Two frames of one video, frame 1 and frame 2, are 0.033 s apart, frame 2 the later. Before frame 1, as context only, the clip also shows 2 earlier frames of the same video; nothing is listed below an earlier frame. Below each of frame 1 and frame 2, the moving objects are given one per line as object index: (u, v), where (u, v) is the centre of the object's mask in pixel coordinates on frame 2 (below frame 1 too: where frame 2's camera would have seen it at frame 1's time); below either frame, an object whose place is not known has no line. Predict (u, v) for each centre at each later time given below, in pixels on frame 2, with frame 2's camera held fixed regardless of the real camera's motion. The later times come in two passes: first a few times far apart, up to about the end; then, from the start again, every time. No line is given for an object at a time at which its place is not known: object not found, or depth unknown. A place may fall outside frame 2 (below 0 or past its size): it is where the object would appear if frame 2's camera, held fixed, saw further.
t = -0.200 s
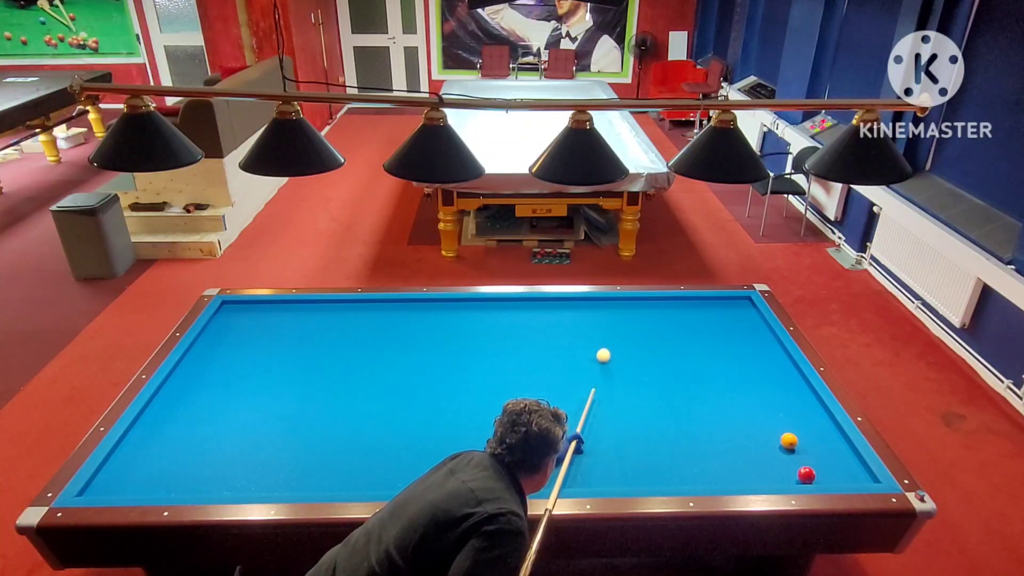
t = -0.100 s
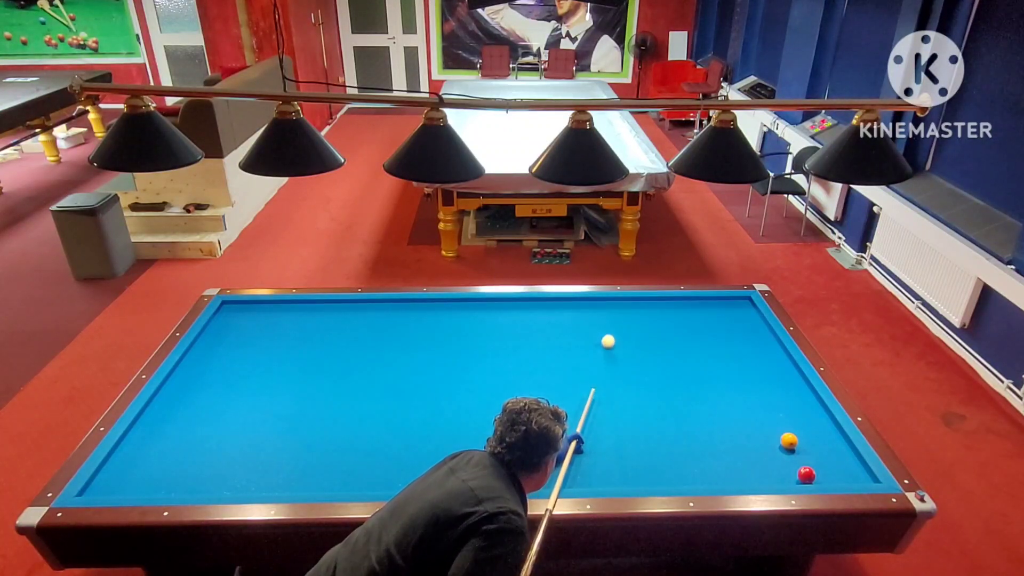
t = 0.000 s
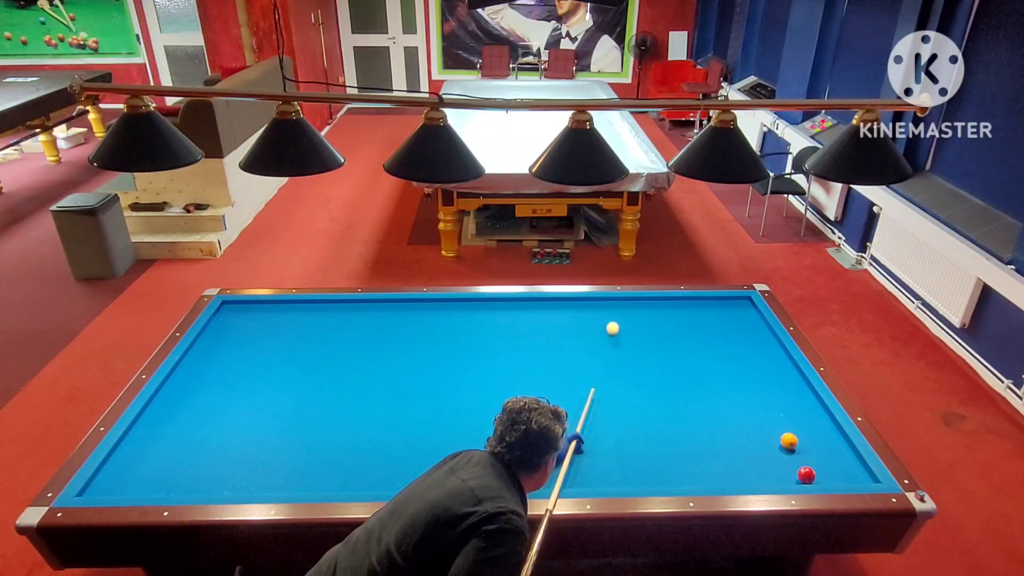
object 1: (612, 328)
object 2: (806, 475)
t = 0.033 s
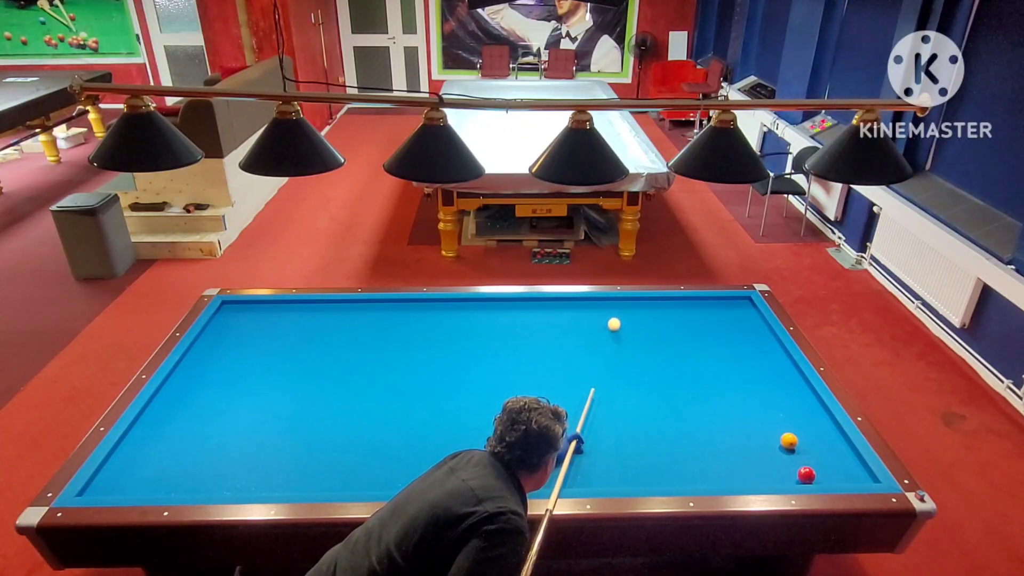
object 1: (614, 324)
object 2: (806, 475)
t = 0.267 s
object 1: (624, 301)
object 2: (806, 475)
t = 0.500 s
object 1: (652, 318)
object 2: (806, 475)
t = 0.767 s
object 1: (684, 336)
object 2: (806, 475)
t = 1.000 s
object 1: (714, 353)
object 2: (806, 475)
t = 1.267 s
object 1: (752, 374)
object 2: (806, 475)
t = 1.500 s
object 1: (787, 393)
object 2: (806, 475)
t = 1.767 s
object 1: (825, 417)
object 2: (806, 475)
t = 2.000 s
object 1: (823, 436)
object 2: (806, 475)
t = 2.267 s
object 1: (822, 460)
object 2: (806, 475)
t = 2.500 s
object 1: (825, 478)
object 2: (801, 476)
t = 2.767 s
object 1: (809, 468)
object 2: (788, 478)
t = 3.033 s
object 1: (794, 457)
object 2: (775, 478)
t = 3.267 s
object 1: (781, 448)
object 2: (765, 477)
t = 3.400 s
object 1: (775, 445)
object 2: (760, 476)
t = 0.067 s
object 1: (615, 320)
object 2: (806, 475)
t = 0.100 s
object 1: (616, 316)
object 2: (806, 475)
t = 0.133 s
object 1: (618, 312)
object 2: (806, 475)
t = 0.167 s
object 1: (619, 309)
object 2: (806, 475)
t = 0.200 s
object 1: (620, 304)
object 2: (806, 475)
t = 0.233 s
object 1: (622, 301)
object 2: (806, 475)
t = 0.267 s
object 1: (624, 301)
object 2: (806, 475)
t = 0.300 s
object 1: (629, 304)
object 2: (806, 475)
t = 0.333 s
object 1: (633, 307)
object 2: (806, 475)
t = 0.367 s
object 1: (637, 309)
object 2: (806, 475)
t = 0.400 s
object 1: (640, 312)
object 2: (806, 475)
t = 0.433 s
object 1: (644, 314)
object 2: (806, 475)
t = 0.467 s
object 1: (648, 316)
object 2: (806, 475)
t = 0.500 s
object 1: (652, 318)
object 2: (806, 475)
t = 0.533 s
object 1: (656, 320)
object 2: (806, 475)
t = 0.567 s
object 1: (660, 322)
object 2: (806, 475)
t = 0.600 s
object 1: (664, 325)
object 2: (806, 475)
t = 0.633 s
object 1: (668, 327)
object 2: (806, 475)
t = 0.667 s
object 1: (672, 329)
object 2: (806, 475)
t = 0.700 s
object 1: (676, 331)
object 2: (806, 475)
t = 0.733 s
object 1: (680, 334)
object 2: (806, 475)
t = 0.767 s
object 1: (684, 336)
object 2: (806, 475)
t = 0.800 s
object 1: (688, 338)
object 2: (806, 475)
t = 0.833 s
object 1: (693, 341)
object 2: (806, 475)
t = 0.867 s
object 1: (697, 343)
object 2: (806, 475)
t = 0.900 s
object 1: (701, 346)
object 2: (806, 475)
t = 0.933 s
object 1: (706, 348)
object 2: (806, 475)
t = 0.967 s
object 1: (710, 351)
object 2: (806, 475)
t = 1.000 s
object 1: (714, 353)
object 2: (806, 475)
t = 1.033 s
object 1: (719, 356)
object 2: (806, 475)
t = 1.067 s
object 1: (723, 358)
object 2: (806, 475)
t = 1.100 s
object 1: (728, 361)
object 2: (806, 475)
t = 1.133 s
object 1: (733, 363)
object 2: (806, 475)
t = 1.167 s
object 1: (737, 366)
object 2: (806, 475)
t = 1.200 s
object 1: (742, 368)
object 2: (806, 475)
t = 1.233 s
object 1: (747, 371)
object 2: (806, 475)
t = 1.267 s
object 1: (752, 374)
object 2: (806, 475)
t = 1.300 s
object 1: (756, 376)
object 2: (806, 475)
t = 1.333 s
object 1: (761, 379)
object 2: (806, 475)
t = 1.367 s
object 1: (766, 382)
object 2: (806, 475)
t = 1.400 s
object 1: (771, 385)
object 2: (806, 475)
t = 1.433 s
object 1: (777, 388)
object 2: (806, 475)
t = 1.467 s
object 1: (782, 390)
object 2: (806, 475)
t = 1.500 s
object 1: (787, 393)
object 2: (806, 475)
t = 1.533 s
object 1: (792, 396)
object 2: (806, 475)
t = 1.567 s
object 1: (797, 399)
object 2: (806, 475)
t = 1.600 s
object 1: (803, 402)
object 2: (806, 475)
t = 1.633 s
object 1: (808, 405)
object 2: (806, 475)
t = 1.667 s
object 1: (813, 408)
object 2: (806, 475)
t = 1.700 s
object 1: (819, 411)
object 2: (806, 475)
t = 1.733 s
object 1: (825, 414)
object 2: (806, 475)
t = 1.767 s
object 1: (825, 417)
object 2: (806, 475)
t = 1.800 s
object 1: (824, 420)
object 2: (806, 475)
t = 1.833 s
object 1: (824, 422)
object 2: (806, 475)
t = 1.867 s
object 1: (824, 425)
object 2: (806, 475)
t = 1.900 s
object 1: (824, 428)
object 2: (806, 475)
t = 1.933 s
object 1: (824, 431)
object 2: (806, 475)
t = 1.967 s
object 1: (824, 433)
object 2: (806, 475)
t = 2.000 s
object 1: (823, 436)
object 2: (806, 475)
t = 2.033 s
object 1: (823, 439)
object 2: (806, 475)
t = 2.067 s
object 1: (823, 442)
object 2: (806, 475)
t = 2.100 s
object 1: (823, 445)
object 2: (806, 475)
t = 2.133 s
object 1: (823, 448)
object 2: (806, 475)
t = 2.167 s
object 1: (822, 451)
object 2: (806, 475)
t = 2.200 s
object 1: (822, 454)
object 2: (806, 475)
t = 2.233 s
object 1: (822, 457)
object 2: (806, 475)
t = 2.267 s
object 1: (822, 460)
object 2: (806, 475)
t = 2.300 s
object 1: (822, 463)
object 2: (806, 475)
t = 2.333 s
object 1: (822, 466)
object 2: (806, 475)
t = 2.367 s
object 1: (822, 469)
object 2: (806, 475)
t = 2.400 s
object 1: (822, 472)
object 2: (806, 475)
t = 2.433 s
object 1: (823, 475)
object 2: (804, 475)
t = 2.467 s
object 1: (825, 477)
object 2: (802, 476)
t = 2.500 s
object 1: (825, 478)
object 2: (801, 476)
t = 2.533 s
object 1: (823, 477)
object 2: (799, 476)
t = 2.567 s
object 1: (820, 476)
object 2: (798, 476)
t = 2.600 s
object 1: (819, 475)
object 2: (796, 477)
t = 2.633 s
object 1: (817, 473)
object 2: (794, 477)
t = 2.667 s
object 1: (815, 472)
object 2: (793, 477)
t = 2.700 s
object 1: (812, 470)
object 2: (791, 477)
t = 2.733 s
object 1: (811, 469)
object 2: (790, 477)
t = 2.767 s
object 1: (809, 468)
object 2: (788, 478)
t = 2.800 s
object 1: (807, 466)
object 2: (786, 478)
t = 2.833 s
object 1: (805, 465)
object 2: (785, 478)
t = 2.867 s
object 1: (803, 463)
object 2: (783, 478)
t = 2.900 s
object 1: (801, 462)
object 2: (782, 478)
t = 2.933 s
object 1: (799, 461)
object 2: (780, 478)
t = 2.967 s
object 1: (797, 460)
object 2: (778, 478)
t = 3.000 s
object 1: (795, 458)
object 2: (777, 478)
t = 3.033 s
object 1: (794, 457)
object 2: (775, 478)
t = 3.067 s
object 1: (792, 456)
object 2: (774, 478)
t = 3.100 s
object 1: (790, 454)
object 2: (772, 477)
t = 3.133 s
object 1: (788, 453)
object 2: (771, 477)
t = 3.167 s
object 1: (786, 452)
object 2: (770, 477)
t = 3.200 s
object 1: (785, 451)
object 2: (768, 477)
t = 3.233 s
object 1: (783, 449)
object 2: (766, 477)
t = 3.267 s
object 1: (781, 448)
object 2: (765, 477)
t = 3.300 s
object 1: (779, 447)
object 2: (764, 477)
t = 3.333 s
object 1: (778, 446)
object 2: (762, 476)
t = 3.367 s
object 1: (776, 445)
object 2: (761, 476)
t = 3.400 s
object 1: (775, 445)
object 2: (760, 476)
